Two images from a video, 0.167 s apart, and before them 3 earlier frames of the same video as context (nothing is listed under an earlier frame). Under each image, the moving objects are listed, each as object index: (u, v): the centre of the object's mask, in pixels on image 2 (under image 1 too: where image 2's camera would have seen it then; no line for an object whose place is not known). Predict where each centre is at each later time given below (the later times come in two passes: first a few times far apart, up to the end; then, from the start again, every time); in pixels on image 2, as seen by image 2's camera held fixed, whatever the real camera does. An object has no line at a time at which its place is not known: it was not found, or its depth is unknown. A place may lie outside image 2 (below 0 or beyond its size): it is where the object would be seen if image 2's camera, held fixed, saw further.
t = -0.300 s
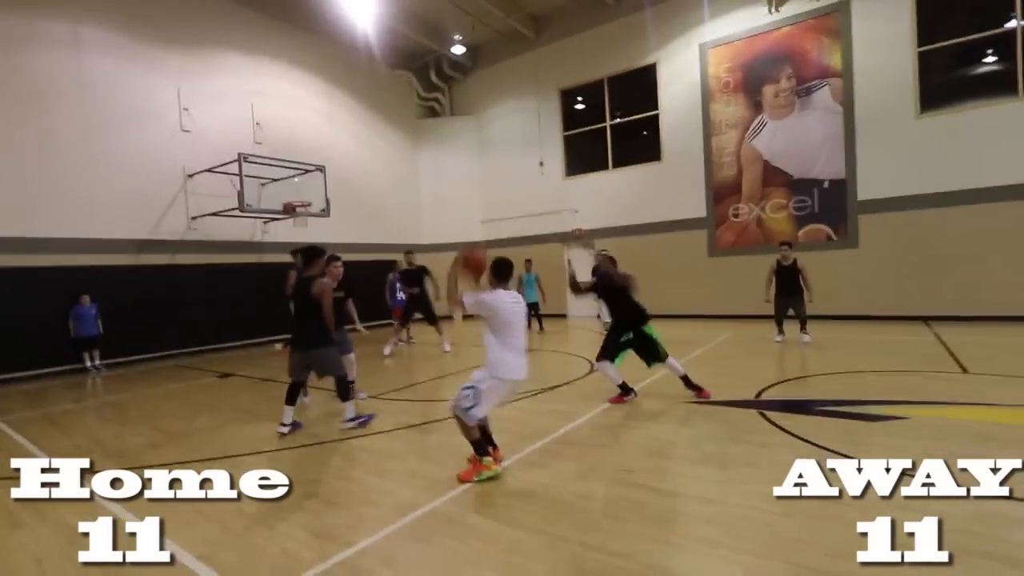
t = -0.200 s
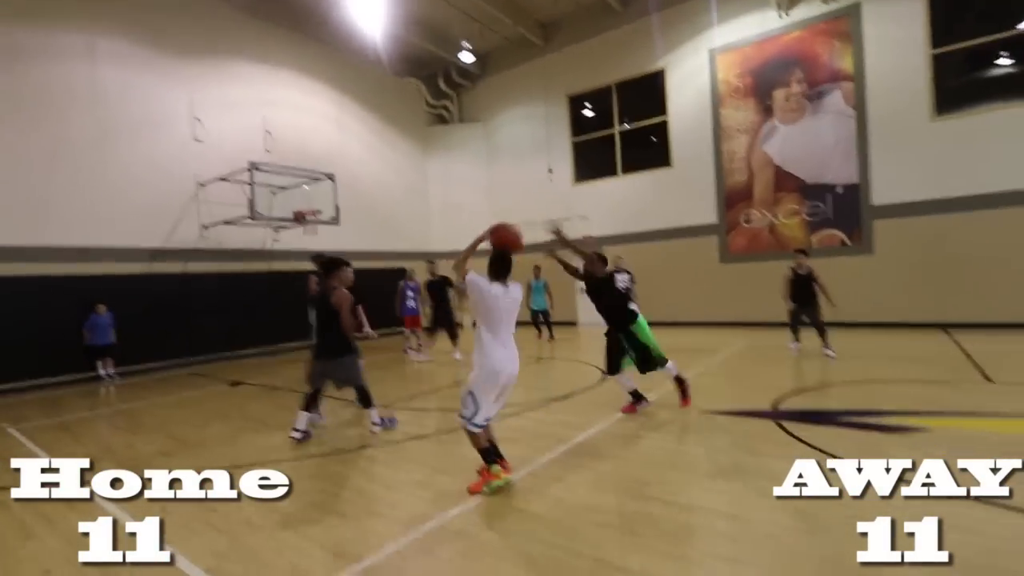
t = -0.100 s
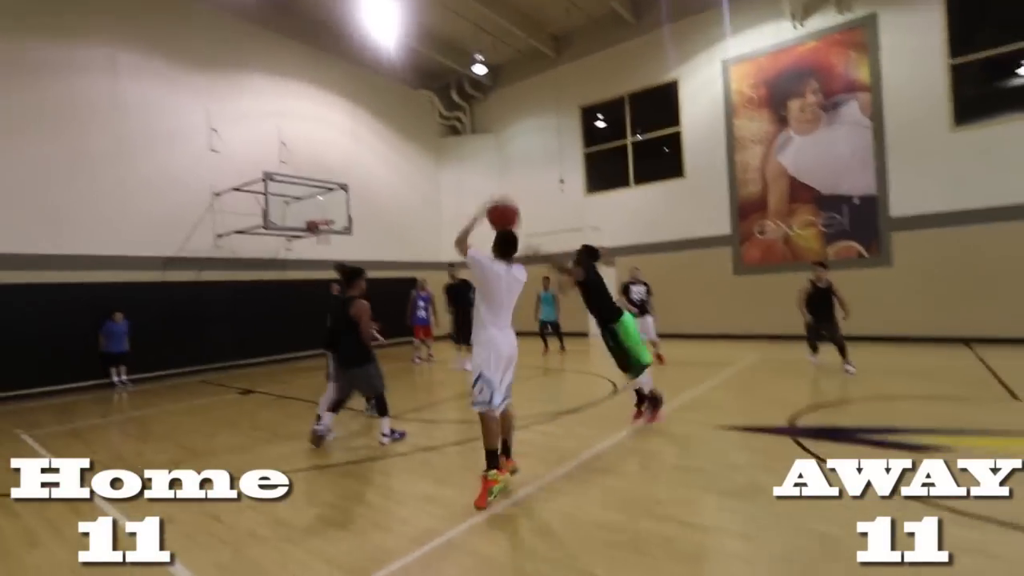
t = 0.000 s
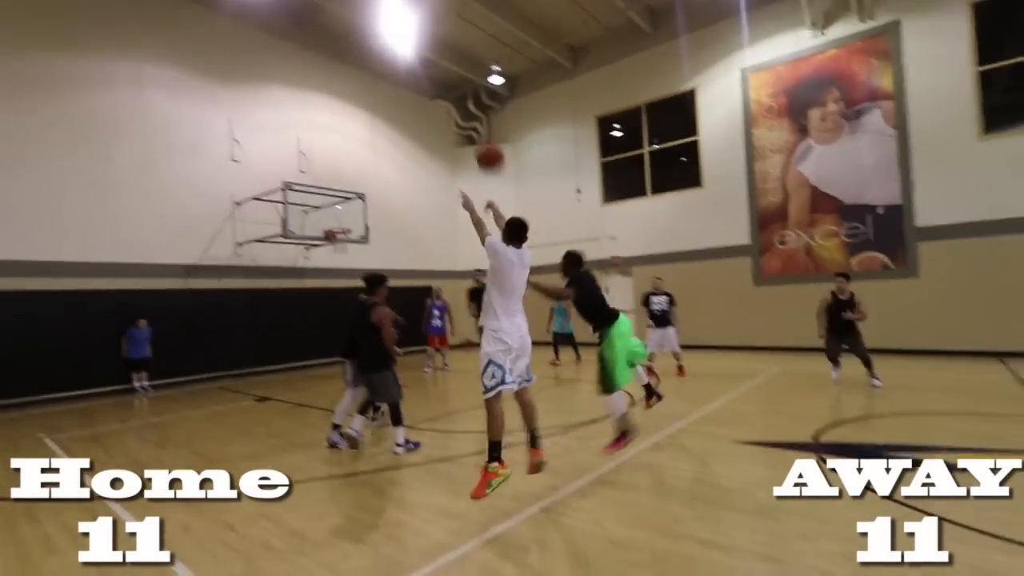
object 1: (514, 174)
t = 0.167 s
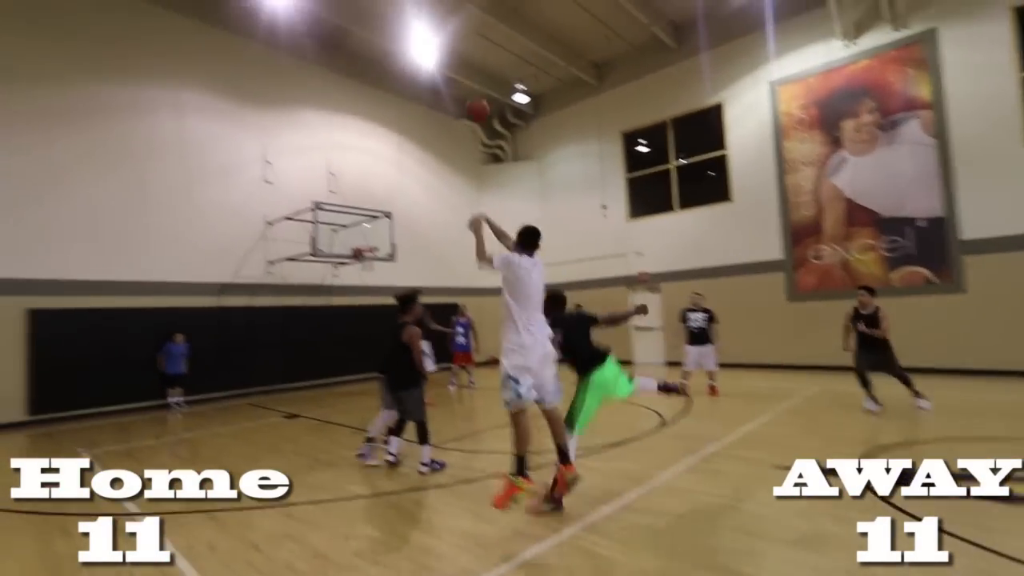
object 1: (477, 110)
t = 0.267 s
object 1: (461, 96)
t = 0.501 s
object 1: (434, 97)
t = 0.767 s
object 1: (419, 133)
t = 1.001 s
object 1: (409, 187)
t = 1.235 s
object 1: (403, 253)
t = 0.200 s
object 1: (471, 104)
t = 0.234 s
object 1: (466, 98)
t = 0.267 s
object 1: (461, 96)
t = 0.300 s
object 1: (457, 91)
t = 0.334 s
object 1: (453, 90)
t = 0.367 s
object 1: (451, 89)
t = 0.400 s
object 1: (449, 87)
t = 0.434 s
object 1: (447, 89)
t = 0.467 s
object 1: (436, 93)
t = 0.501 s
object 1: (434, 97)
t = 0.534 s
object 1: (433, 99)
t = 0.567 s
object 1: (430, 102)
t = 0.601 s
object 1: (429, 107)
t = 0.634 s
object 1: (426, 111)
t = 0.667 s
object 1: (424, 116)
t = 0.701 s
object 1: (422, 122)
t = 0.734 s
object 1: (420, 127)
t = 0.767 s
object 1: (419, 133)
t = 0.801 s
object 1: (416, 140)
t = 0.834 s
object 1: (415, 147)
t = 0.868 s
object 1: (414, 155)
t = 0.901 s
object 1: (413, 162)
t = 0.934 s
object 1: (411, 170)
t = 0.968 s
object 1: (410, 178)
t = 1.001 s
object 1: (409, 187)
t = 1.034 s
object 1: (408, 195)
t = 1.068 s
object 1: (407, 204)
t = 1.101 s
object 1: (406, 213)
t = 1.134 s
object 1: (405, 223)
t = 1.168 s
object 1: (404, 233)
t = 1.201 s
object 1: (404, 243)
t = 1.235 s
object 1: (403, 253)
